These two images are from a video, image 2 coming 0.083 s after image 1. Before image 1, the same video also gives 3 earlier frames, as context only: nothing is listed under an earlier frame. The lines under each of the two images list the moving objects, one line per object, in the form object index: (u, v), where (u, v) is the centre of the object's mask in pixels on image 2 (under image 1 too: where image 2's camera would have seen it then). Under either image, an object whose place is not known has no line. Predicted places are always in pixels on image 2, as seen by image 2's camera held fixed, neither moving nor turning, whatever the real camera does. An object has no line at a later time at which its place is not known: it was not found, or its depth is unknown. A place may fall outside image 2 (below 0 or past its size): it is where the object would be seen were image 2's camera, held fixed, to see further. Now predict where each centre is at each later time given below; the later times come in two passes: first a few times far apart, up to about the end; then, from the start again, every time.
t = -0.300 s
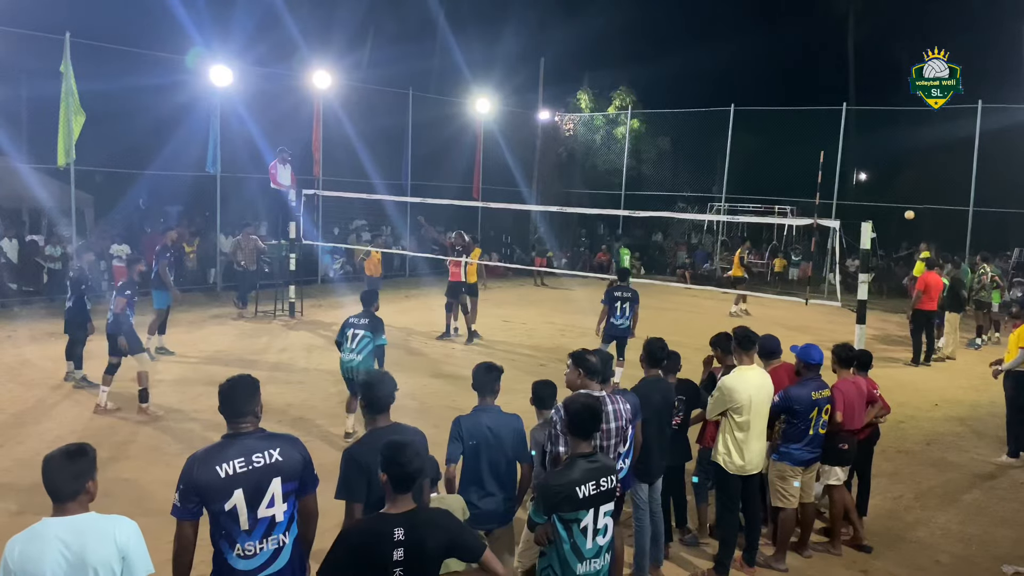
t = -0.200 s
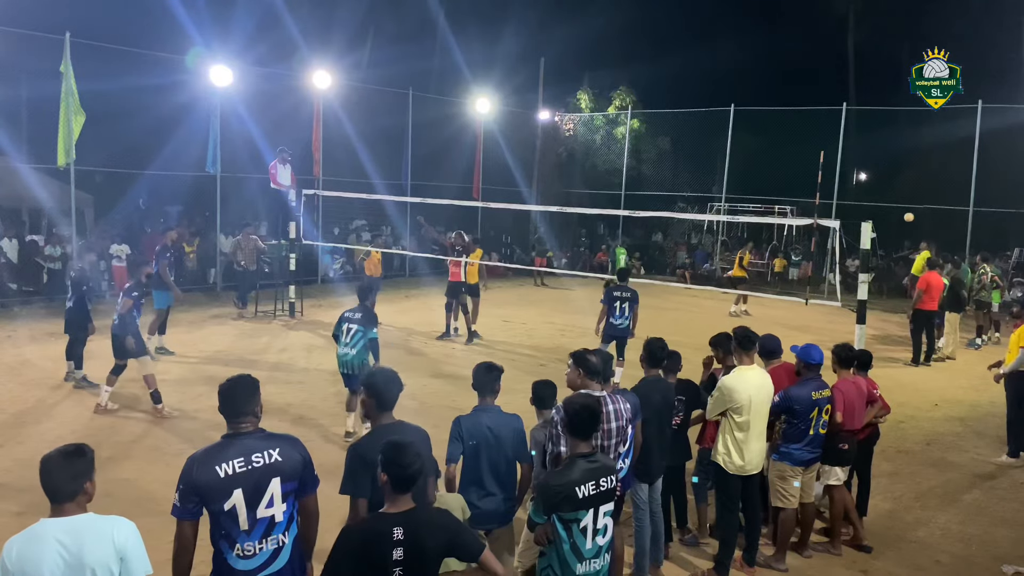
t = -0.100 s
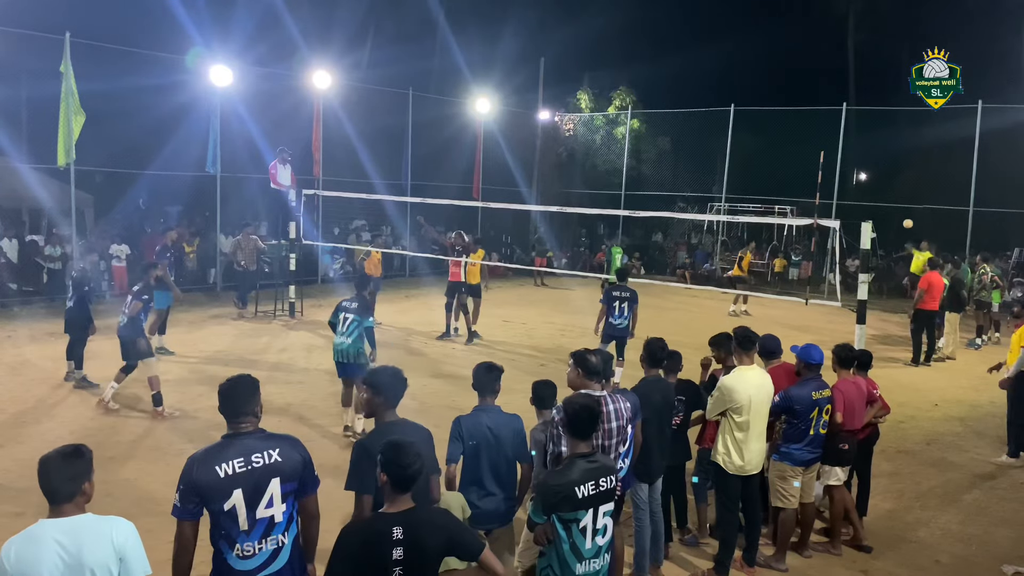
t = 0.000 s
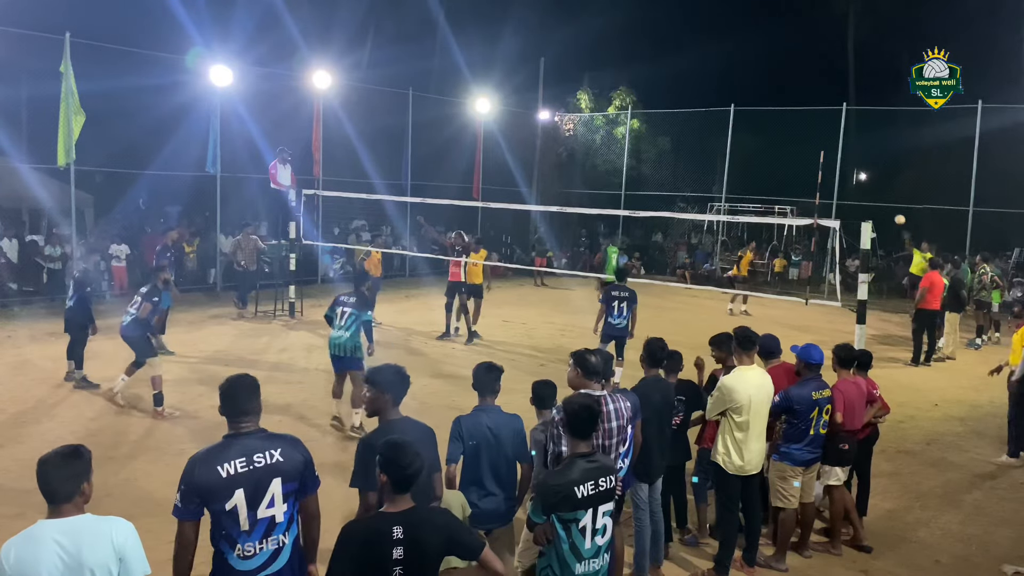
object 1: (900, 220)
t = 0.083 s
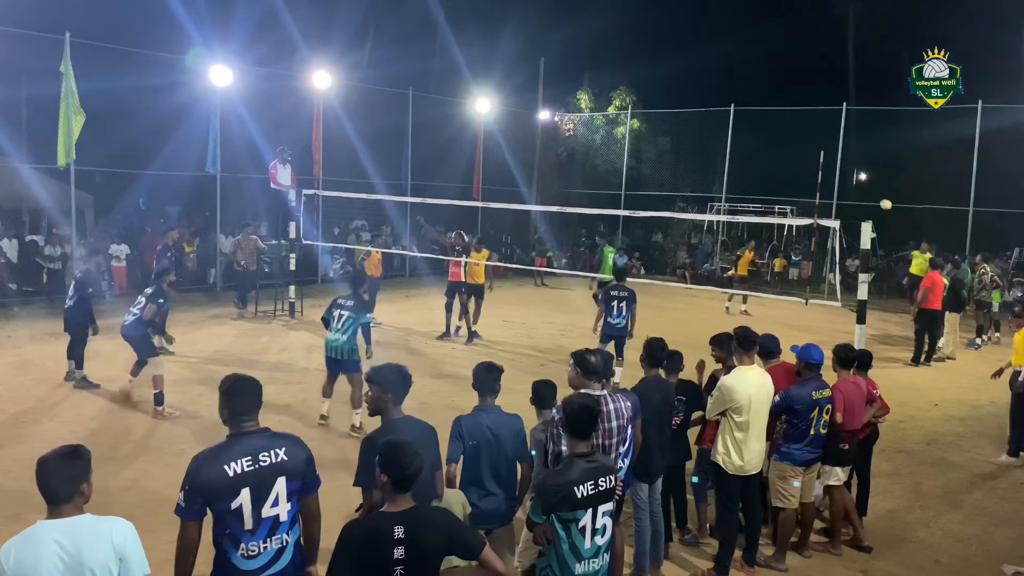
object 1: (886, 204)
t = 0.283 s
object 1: (844, 176)
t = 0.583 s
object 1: (762, 162)
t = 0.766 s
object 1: (687, 178)
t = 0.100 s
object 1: (882, 201)
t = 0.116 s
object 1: (879, 198)
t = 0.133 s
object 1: (876, 196)
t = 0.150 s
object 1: (872, 193)
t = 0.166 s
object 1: (869, 191)
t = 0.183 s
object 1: (866, 189)
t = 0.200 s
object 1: (862, 186)
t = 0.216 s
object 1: (859, 184)
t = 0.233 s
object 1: (856, 182)
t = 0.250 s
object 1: (851, 180)
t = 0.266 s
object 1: (847, 178)
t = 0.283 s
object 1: (844, 176)
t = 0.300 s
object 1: (840, 174)
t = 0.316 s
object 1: (836, 173)
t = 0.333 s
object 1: (832, 171)
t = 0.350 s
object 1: (828, 170)
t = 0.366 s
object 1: (825, 168)
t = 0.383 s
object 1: (820, 168)
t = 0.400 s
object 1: (815, 167)
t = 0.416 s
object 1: (811, 166)
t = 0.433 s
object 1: (807, 165)
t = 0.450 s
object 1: (802, 164)
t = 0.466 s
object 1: (798, 164)
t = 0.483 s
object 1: (793, 163)
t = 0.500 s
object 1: (788, 162)
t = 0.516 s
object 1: (783, 162)
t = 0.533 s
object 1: (778, 162)
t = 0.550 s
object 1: (772, 162)
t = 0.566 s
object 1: (767, 162)
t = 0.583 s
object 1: (762, 162)
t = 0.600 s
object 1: (755, 162)
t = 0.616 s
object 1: (749, 163)
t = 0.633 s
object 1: (744, 163)
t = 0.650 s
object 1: (737, 164)
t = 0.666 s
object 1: (730, 165)
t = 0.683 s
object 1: (724, 167)
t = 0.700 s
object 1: (716, 169)
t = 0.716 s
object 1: (710, 171)
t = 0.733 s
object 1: (703, 173)
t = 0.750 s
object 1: (695, 175)
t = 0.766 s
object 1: (687, 178)
